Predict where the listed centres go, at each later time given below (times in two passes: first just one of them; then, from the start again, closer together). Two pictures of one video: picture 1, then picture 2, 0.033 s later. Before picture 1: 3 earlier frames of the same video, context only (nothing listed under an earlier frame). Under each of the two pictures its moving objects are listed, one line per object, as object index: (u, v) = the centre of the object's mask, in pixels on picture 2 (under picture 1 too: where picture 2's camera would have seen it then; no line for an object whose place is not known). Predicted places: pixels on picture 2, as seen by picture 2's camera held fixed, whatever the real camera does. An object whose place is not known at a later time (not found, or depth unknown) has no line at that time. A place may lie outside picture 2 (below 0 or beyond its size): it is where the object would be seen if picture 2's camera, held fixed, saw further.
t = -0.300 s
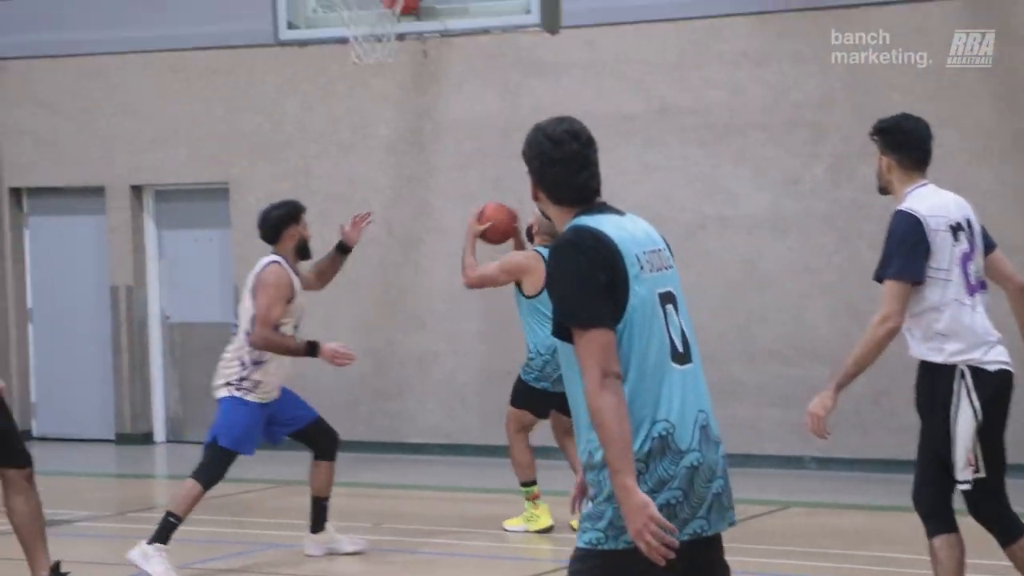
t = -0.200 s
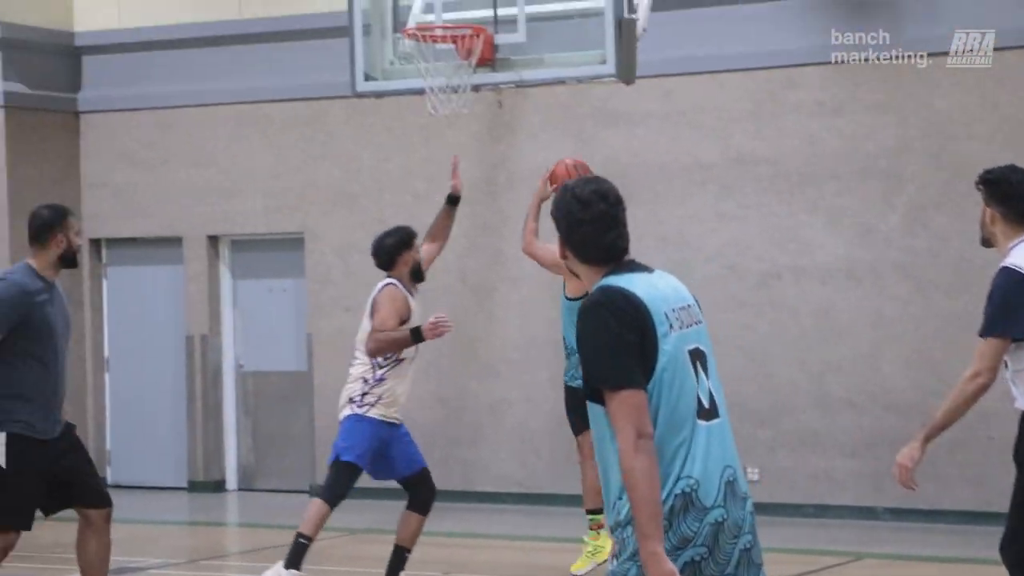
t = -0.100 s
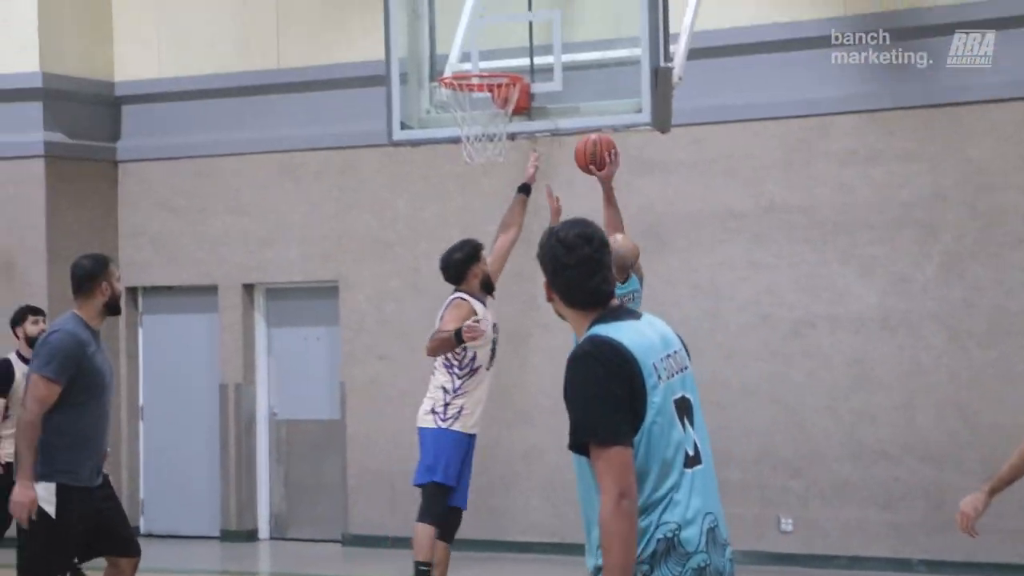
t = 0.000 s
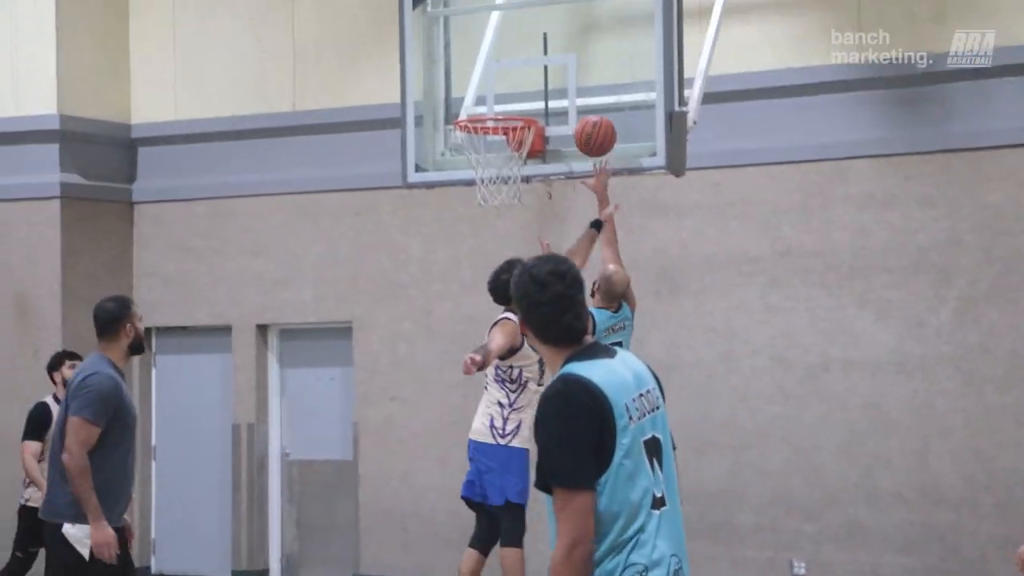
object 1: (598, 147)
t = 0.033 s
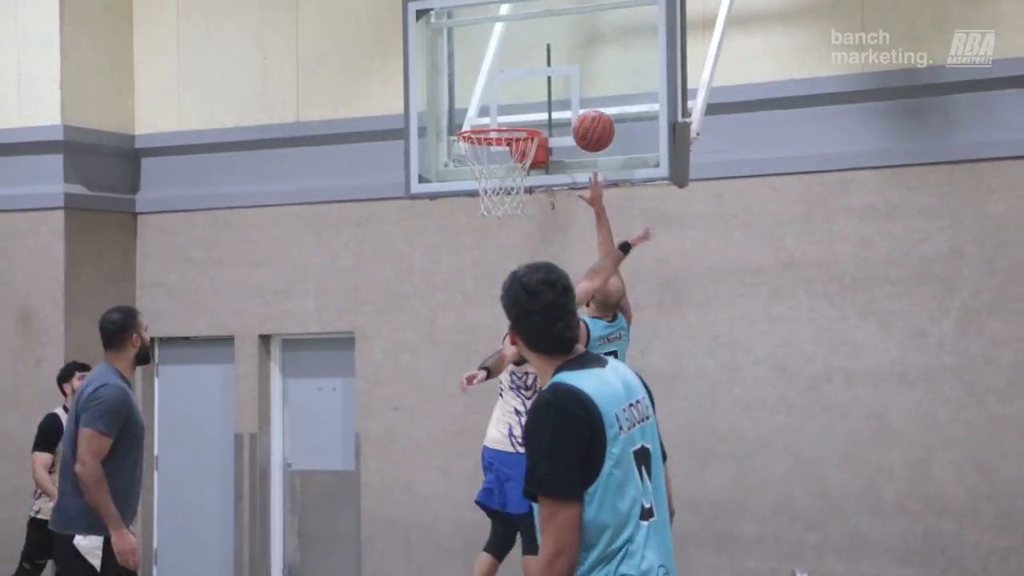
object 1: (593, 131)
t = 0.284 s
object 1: (544, 87)
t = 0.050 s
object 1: (591, 124)
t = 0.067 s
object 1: (588, 117)
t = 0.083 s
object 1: (586, 110)
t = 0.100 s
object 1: (583, 104)
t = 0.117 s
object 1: (581, 99)
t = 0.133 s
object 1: (578, 96)
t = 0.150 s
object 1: (574, 93)
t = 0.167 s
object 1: (571, 90)
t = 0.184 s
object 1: (566, 89)
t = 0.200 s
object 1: (563, 87)
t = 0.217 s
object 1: (559, 86)
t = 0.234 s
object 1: (555, 85)
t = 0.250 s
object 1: (552, 85)
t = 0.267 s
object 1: (548, 86)
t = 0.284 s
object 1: (544, 87)
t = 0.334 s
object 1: (533, 92)
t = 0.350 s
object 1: (529, 95)
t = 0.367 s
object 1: (525, 98)
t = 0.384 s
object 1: (522, 102)
